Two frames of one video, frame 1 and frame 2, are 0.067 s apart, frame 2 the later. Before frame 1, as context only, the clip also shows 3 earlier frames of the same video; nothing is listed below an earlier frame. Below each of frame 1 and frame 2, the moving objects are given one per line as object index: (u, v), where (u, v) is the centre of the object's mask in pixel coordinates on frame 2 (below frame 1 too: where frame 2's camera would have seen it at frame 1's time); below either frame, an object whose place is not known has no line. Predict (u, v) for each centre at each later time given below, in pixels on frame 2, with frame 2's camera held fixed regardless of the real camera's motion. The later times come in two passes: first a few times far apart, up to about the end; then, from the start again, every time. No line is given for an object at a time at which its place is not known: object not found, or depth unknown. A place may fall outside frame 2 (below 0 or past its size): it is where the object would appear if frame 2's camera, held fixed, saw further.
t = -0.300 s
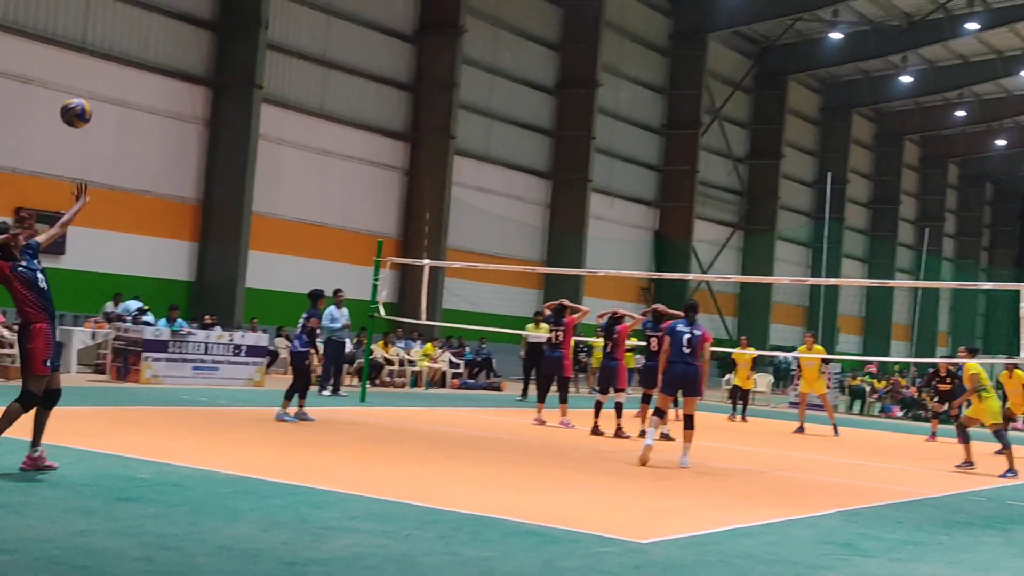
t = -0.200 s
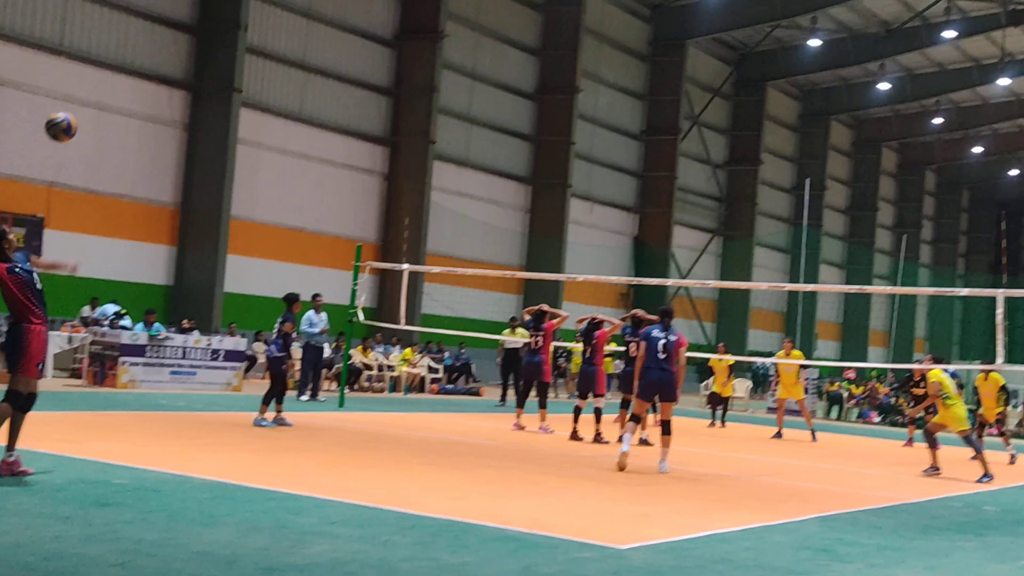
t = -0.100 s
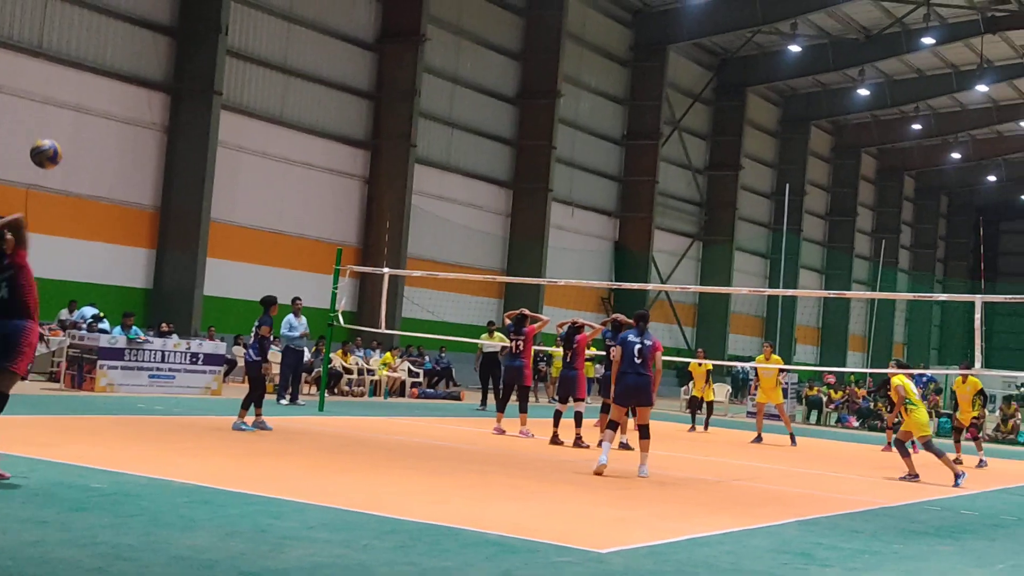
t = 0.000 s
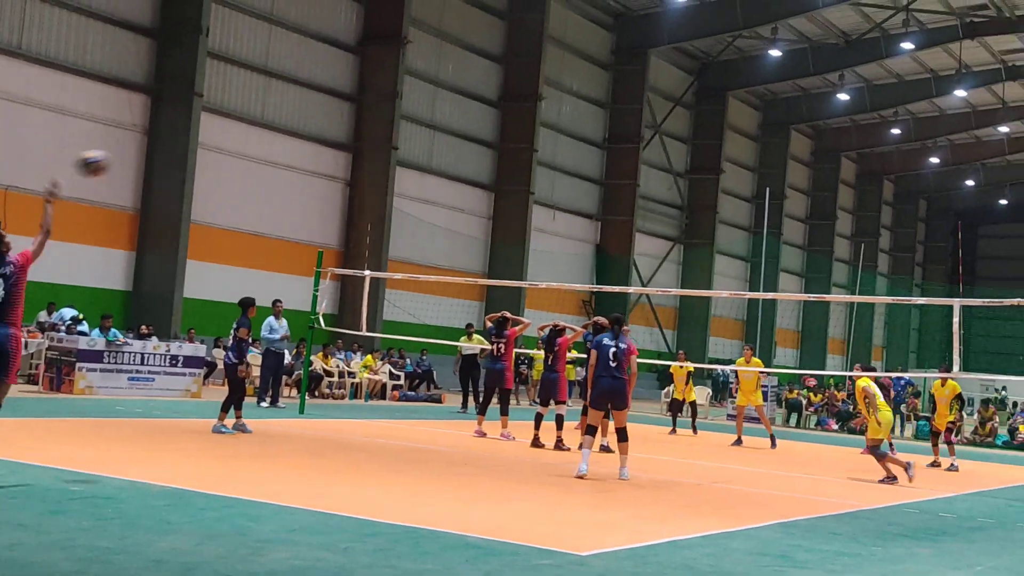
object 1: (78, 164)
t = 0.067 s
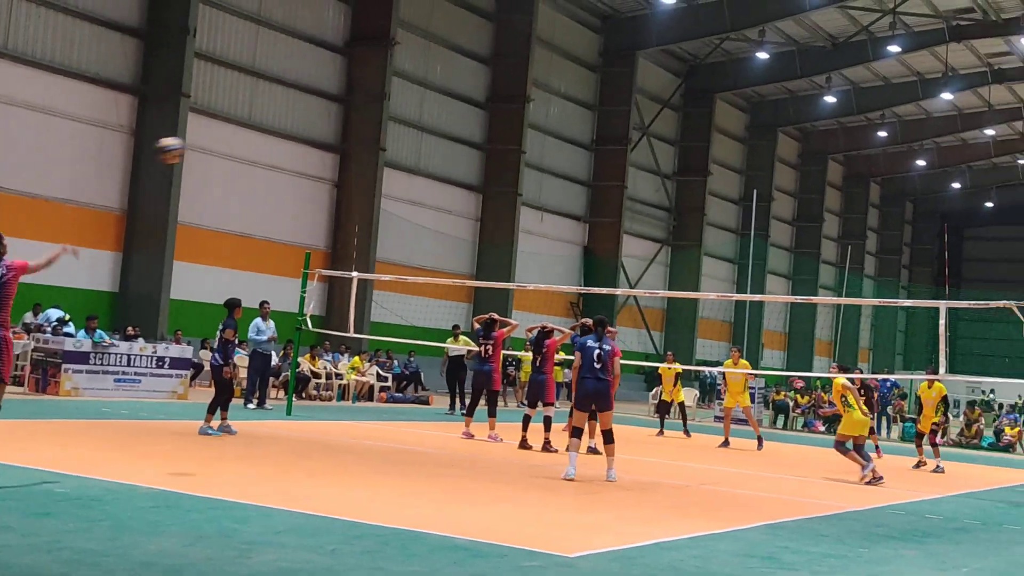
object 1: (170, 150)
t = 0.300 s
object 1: (385, 144)
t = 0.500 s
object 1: (503, 175)
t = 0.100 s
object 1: (209, 145)
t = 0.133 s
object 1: (245, 141)
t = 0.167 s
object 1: (278, 139)
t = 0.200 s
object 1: (308, 139)
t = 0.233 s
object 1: (336, 140)
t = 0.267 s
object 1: (361, 141)
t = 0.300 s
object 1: (385, 144)
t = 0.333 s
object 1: (408, 147)
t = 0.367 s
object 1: (430, 152)
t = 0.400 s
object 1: (450, 157)
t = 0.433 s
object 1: (468, 162)
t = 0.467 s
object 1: (486, 168)
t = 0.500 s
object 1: (503, 175)
